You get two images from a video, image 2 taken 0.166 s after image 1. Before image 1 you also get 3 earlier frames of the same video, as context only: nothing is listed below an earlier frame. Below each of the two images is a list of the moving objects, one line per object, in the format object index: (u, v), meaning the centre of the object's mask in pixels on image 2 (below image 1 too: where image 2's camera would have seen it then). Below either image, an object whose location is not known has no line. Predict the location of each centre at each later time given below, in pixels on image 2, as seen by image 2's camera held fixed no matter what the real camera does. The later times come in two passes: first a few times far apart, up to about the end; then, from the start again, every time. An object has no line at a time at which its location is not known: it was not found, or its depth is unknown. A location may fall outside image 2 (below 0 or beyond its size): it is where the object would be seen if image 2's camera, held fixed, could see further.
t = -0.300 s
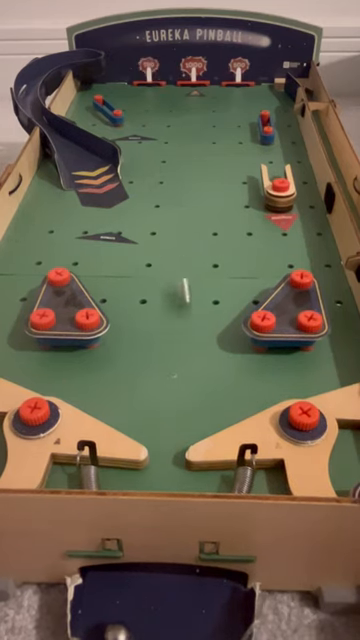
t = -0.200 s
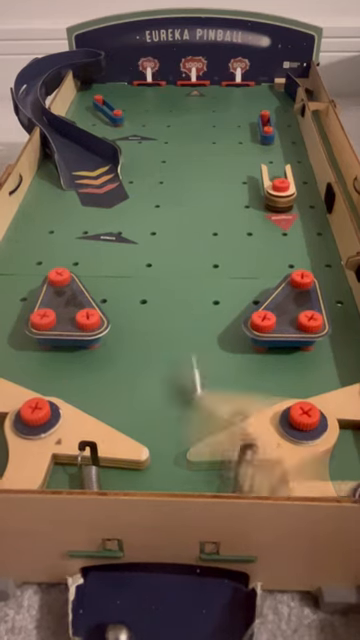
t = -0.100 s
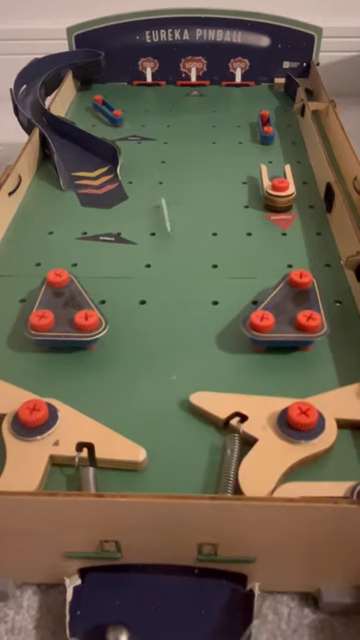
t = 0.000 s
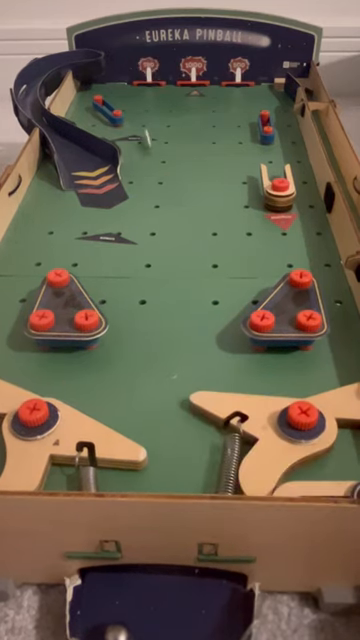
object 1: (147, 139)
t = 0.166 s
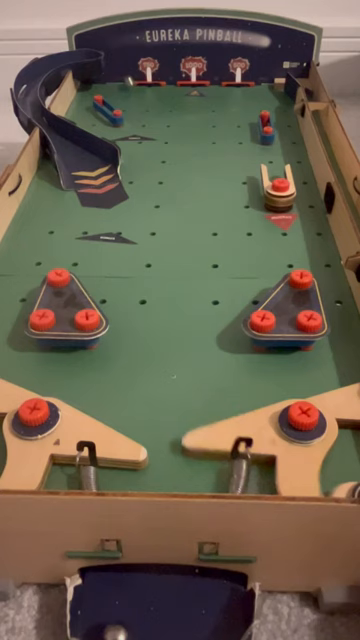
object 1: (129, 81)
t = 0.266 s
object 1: (115, 84)
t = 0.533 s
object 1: (74, 102)
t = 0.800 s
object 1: (79, 126)
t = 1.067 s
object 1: (146, 156)
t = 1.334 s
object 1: (244, 216)
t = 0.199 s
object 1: (125, 79)
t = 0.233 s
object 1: (121, 84)
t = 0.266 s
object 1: (115, 84)
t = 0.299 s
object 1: (111, 87)
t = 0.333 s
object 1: (105, 91)
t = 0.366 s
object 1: (100, 93)
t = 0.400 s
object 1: (91, 98)
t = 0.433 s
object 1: (88, 99)
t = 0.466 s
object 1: (79, 99)
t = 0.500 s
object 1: (75, 101)
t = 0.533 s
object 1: (74, 102)
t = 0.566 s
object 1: (76, 103)
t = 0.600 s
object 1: (77, 105)
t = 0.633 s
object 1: (77, 108)
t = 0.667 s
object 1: (77, 112)
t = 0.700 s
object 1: (76, 115)
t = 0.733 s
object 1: (76, 117)
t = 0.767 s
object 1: (76, 123)
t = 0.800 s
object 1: (79, 126)
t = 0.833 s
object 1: (86, 128)
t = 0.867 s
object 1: (94, 131)
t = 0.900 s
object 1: (101, 134)
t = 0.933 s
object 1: (109, 138)
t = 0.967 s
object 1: (116, 143)
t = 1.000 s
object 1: (124, 148)
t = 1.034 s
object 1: (135, 152)
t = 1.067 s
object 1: (146, 156)
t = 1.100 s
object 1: (157, 160)
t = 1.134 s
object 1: (168, 166)
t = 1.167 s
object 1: (181, 172)
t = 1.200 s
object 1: (192, 178)
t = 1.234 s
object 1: (203, 186)
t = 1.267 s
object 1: (217, 194)
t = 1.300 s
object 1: (230, 204)
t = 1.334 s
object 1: (244, 216)
